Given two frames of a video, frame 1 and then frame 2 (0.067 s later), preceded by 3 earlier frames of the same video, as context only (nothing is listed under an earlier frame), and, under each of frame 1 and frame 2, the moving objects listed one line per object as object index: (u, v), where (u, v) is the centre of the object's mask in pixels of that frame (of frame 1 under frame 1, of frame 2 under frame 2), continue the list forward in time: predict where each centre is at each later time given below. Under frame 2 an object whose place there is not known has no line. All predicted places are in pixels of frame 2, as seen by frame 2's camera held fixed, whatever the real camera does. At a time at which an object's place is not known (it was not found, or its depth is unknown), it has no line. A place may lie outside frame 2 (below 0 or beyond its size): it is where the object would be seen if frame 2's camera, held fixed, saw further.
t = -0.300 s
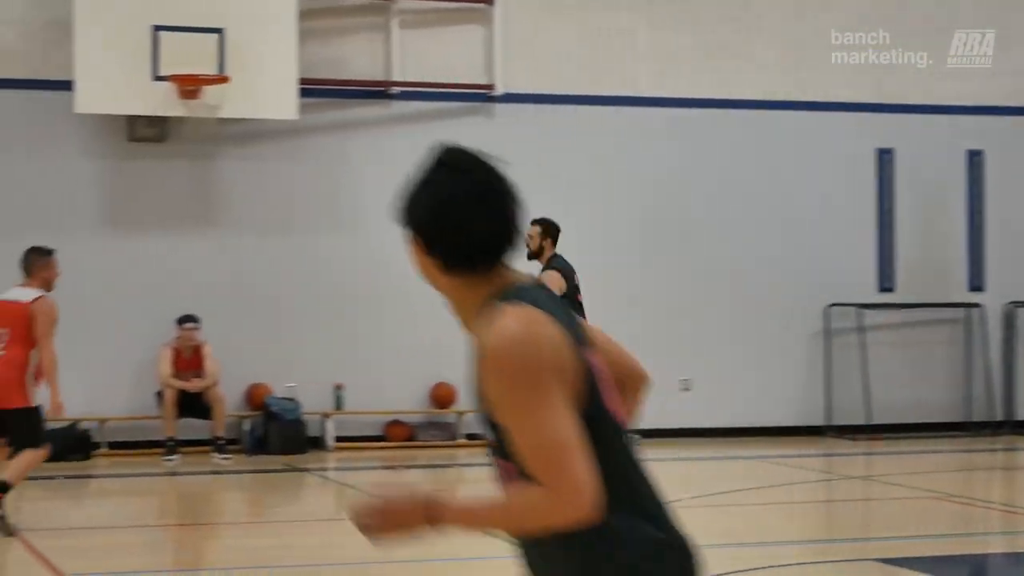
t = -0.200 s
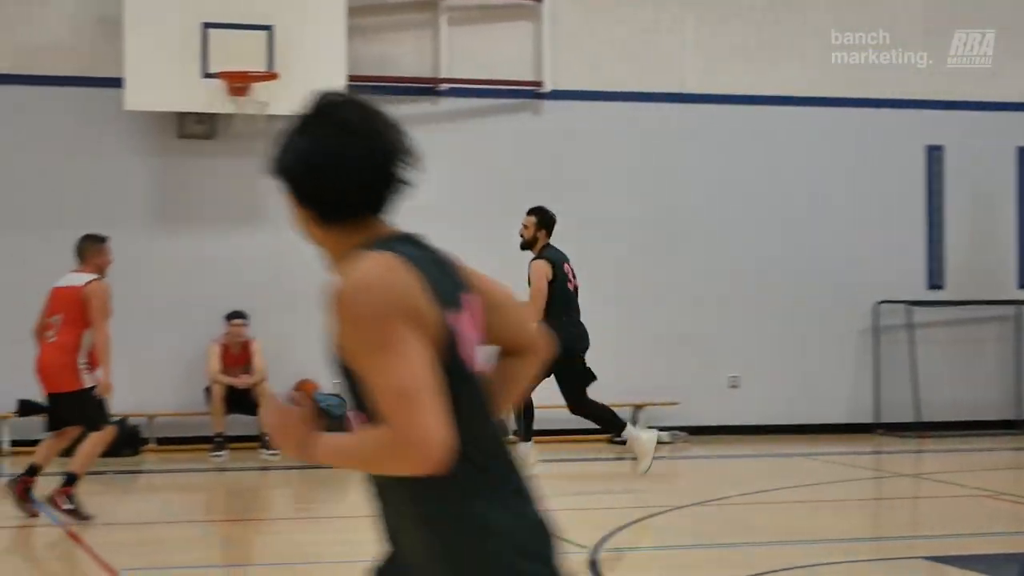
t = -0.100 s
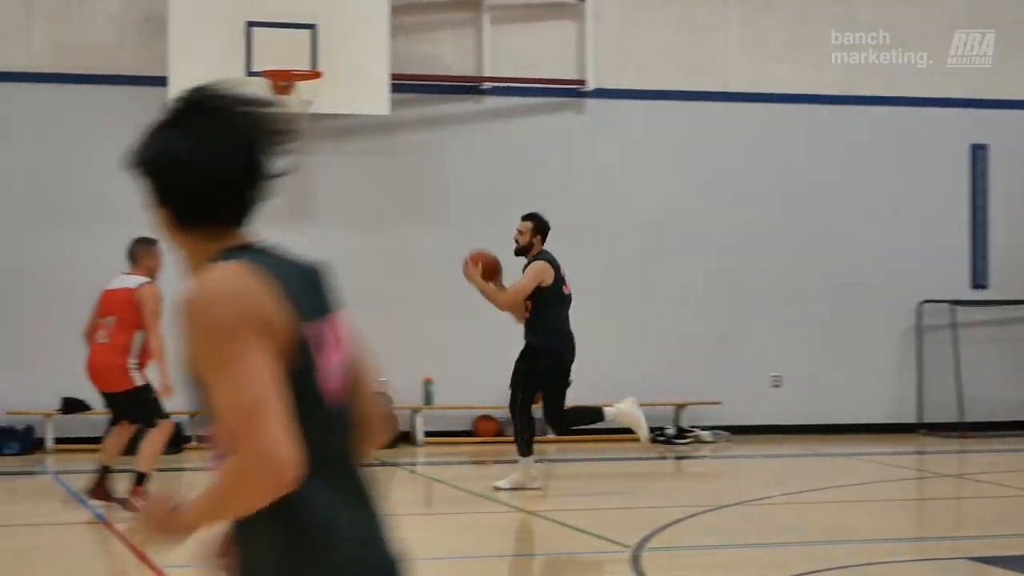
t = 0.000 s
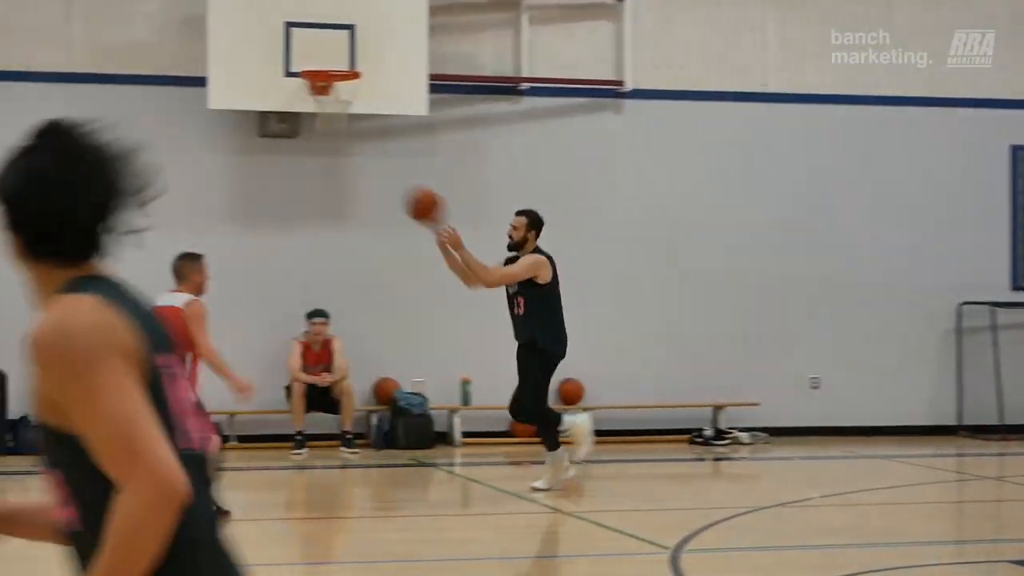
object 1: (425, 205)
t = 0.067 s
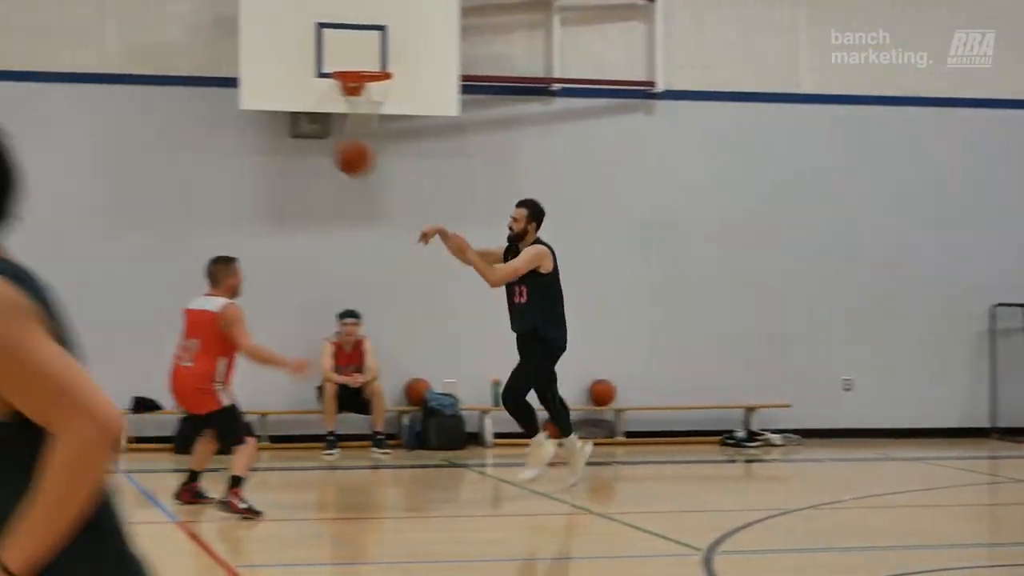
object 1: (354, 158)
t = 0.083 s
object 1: (328, 146)
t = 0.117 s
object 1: (275, 126)
